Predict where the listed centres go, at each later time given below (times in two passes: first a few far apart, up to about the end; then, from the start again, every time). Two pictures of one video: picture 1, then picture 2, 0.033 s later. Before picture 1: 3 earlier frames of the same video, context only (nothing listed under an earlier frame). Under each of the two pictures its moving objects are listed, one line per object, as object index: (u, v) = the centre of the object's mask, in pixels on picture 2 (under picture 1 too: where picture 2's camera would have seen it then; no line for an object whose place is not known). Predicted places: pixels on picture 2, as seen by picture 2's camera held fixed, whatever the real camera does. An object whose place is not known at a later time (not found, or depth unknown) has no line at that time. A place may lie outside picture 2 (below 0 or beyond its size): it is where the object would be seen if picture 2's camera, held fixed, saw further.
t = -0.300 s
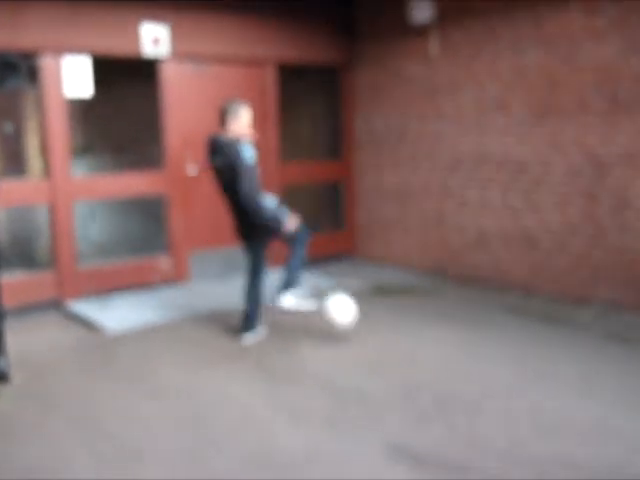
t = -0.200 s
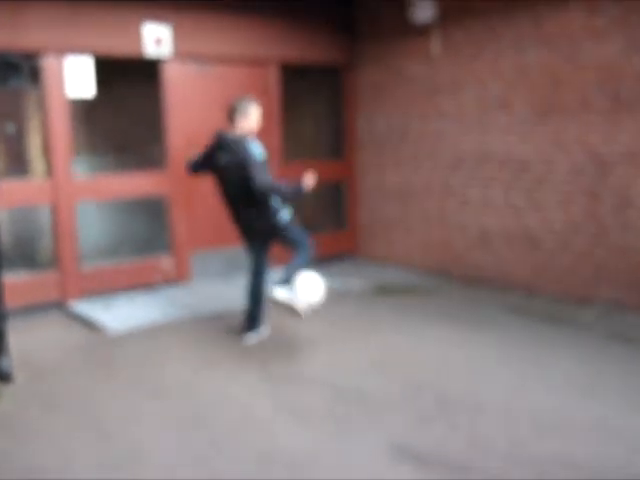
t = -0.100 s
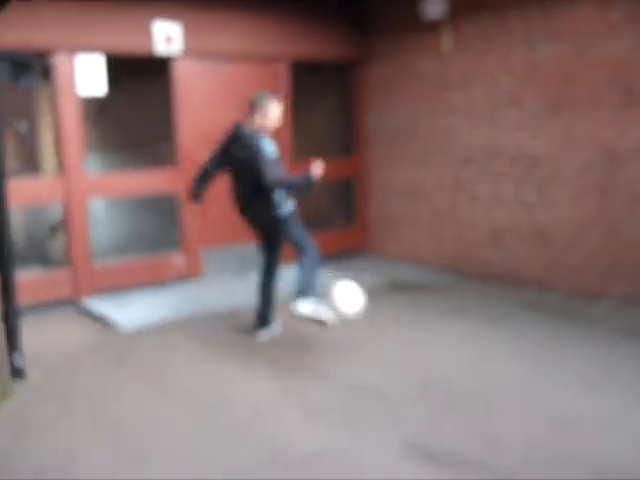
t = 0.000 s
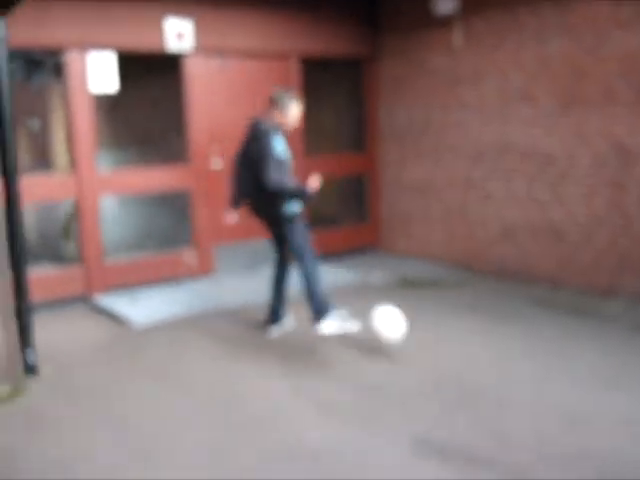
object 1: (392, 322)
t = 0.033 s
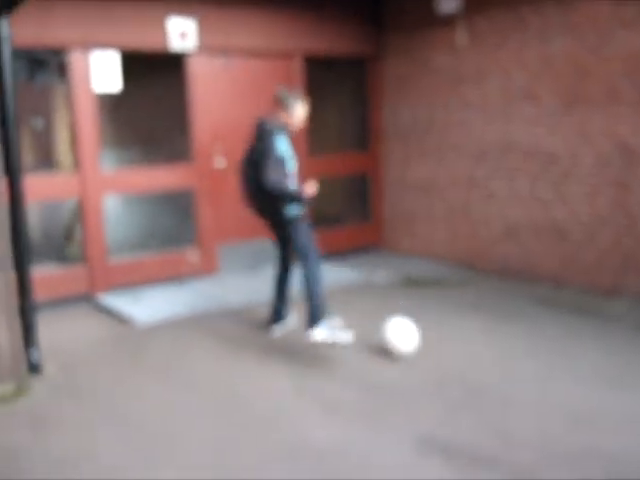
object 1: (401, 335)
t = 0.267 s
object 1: (447, 317)
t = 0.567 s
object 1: (511, 355)
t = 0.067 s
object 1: (407, 333)
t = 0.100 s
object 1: (415, 327)
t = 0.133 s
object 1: (420, 321)
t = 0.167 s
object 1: (427, 318)
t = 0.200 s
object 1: (433, 316)
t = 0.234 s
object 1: (440, 315)
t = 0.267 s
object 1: (447, 317)
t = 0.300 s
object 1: (453, 321)
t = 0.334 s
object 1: (459, 328)
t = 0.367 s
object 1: (465, 335)
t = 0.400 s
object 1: (473, 346)
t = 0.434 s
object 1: (479, 357)
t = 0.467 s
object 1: (487, 367)
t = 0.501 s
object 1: (495, 361)
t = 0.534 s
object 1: (502, 357)
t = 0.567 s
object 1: (511, 355)
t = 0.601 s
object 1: (520, 355)
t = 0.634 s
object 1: (528, 356)
